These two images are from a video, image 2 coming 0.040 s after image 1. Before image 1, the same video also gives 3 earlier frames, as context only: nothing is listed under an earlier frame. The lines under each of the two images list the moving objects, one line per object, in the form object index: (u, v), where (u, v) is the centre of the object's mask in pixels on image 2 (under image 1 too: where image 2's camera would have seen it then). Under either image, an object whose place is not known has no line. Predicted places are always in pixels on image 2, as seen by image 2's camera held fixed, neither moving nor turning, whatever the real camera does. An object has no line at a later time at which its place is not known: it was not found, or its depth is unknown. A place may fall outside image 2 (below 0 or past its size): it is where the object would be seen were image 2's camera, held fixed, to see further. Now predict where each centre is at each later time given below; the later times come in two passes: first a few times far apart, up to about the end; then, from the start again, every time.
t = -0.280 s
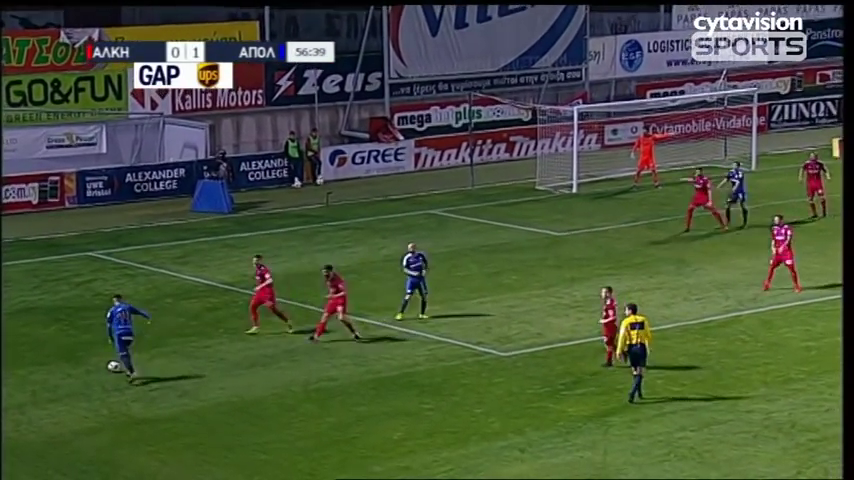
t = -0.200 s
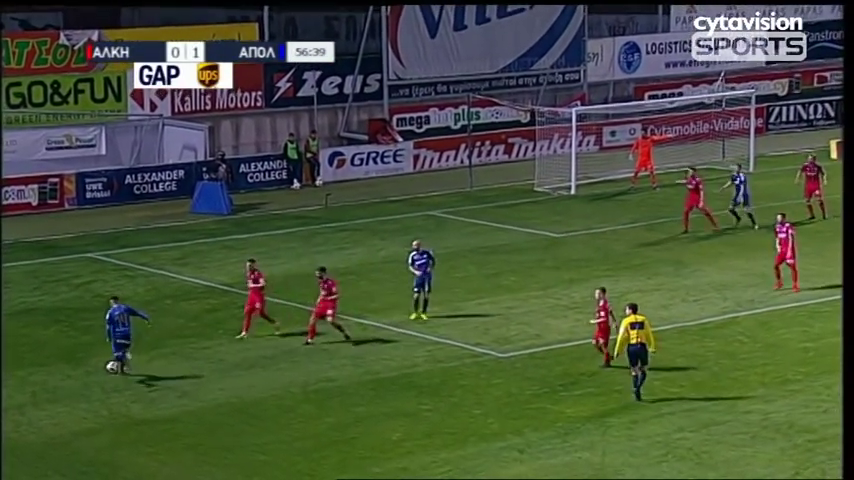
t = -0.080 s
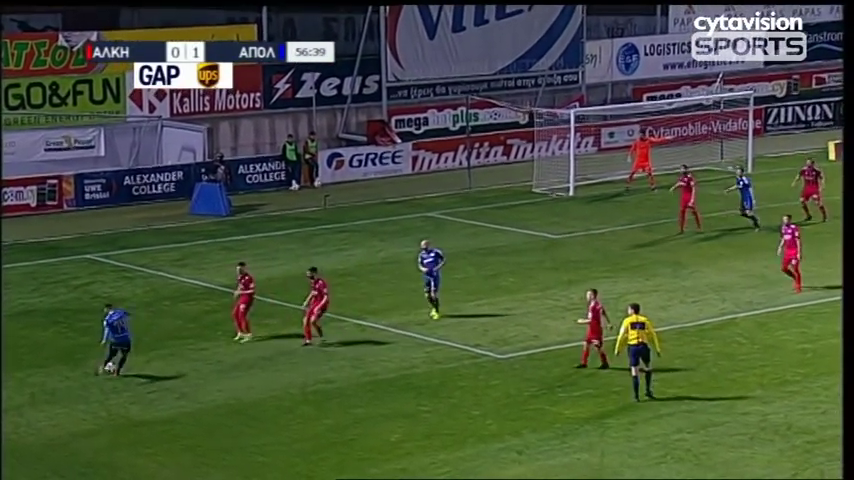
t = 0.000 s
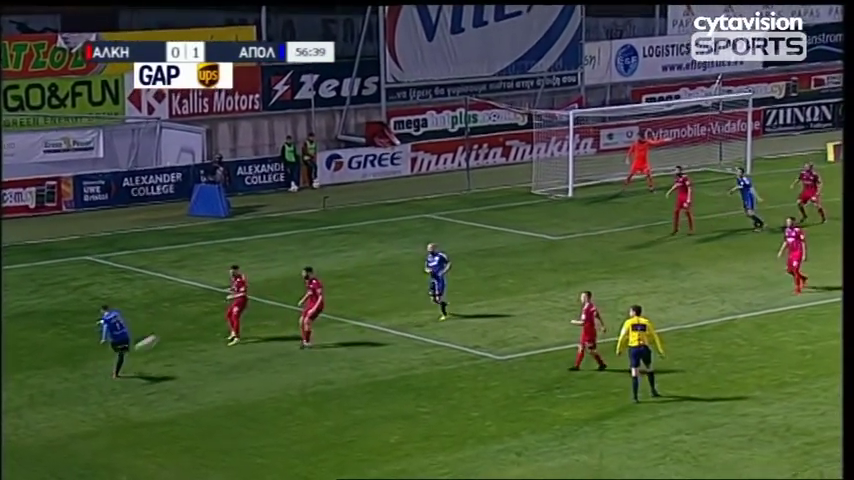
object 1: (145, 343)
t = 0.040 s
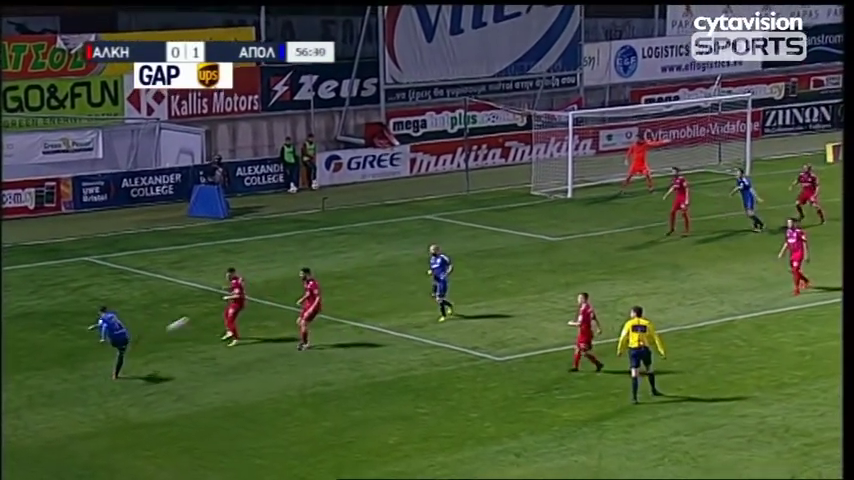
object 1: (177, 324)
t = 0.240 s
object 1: (326, 254)
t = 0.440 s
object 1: (459, 220)
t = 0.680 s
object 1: (599, 214)
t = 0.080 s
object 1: (209, 306)
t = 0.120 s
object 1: (241, 290)
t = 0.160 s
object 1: (268, 277)
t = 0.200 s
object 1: (298, 264)
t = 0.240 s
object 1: (326, 254)
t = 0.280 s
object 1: (354, 244)
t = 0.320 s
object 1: (381, 237)
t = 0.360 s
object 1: (407, 229)
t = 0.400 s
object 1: (433, 224)
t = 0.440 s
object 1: (459, 220)
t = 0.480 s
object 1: (483, 216)
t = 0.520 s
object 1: (507, 214)
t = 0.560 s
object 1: (531, 212)
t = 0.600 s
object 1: (554, 212)
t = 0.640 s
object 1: (577, 213)
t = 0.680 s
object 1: (599, 214)
